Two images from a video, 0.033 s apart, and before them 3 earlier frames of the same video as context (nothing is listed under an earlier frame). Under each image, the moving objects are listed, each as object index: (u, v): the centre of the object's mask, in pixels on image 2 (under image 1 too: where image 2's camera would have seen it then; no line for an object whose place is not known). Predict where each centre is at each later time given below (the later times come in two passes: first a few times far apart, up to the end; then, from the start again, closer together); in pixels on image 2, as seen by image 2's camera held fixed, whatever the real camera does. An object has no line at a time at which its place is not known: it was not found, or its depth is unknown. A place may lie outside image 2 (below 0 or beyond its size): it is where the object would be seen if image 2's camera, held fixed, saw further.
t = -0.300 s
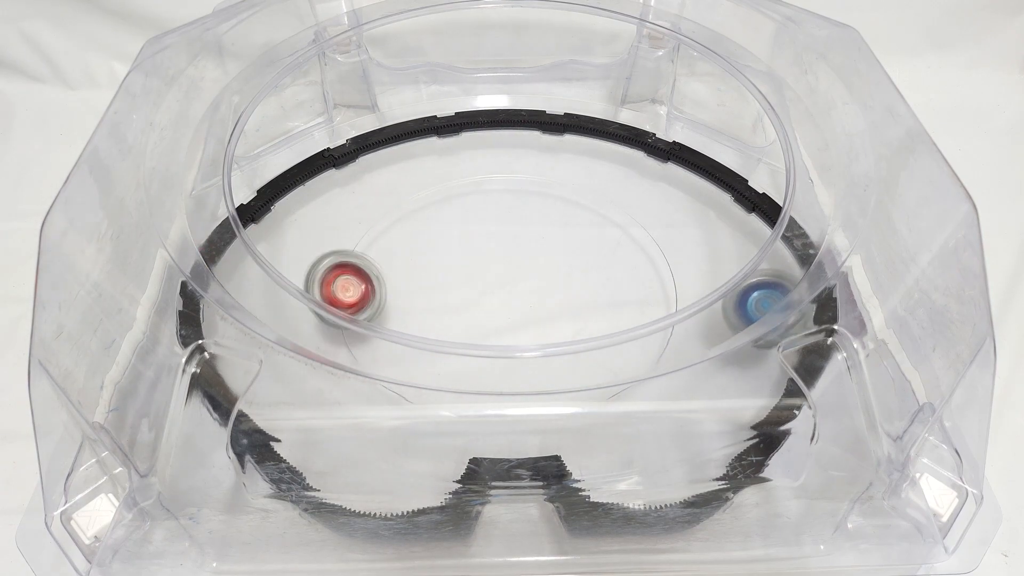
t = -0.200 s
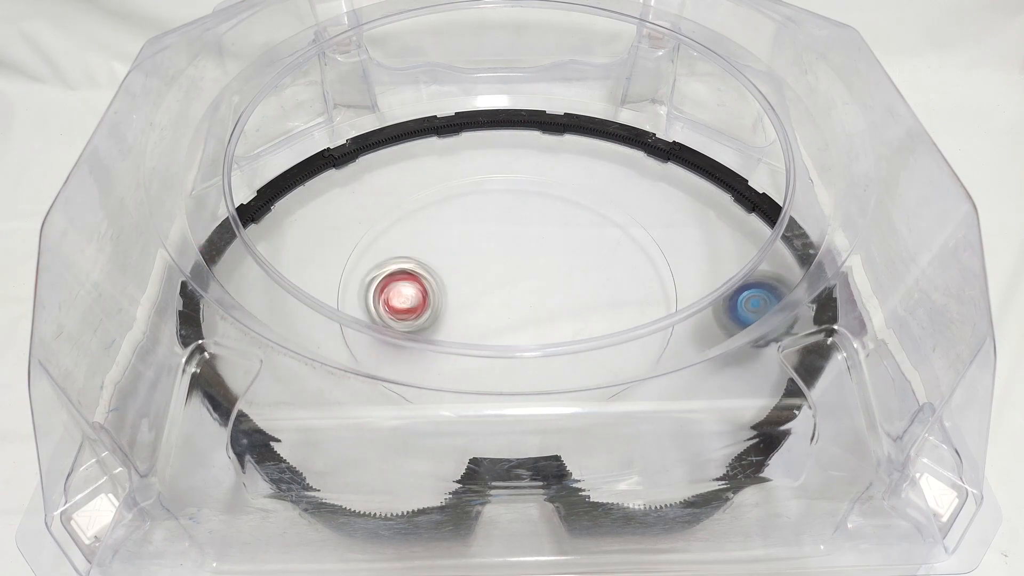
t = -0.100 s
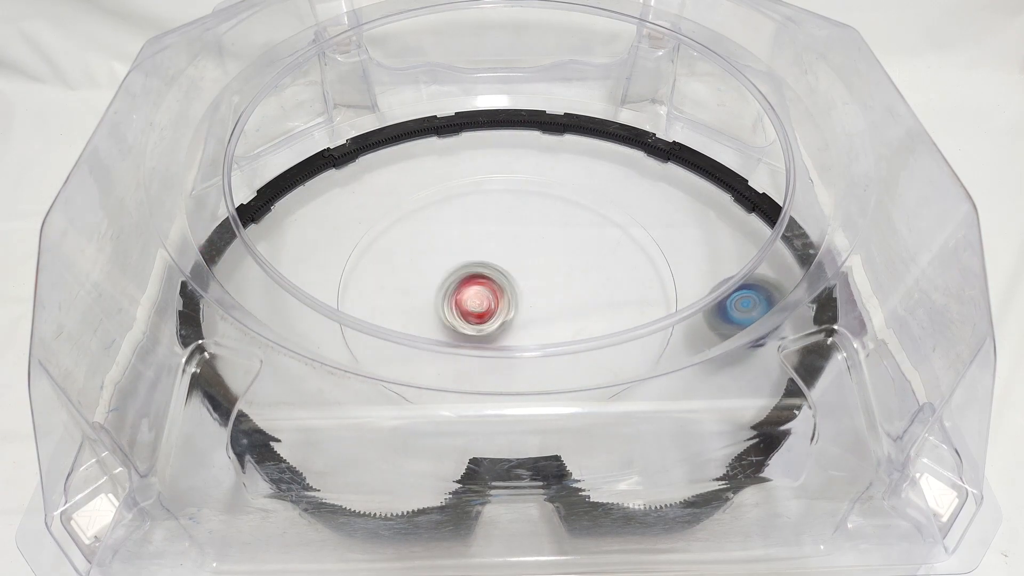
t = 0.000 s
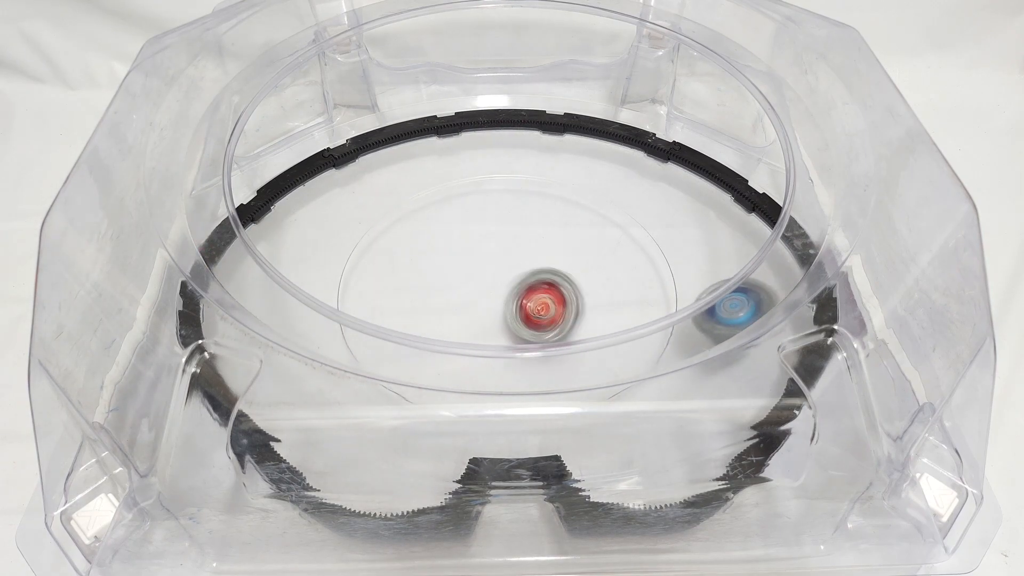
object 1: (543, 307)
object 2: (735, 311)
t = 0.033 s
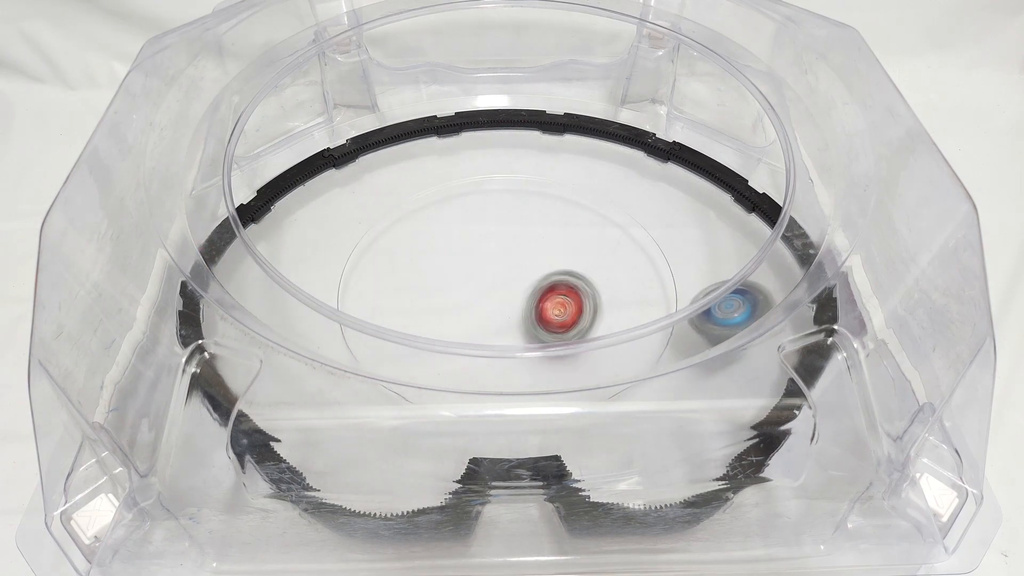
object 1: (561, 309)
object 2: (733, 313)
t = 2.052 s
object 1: (475, 345)
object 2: (515, 272)
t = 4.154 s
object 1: (535, 197)
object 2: (505, 279)
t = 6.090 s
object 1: (465, 342)
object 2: (497, 272)
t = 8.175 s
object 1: (504, 227)
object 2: (488, 288)
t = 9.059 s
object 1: (458, 250)
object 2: (518, 308)
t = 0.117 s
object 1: (594, 311)
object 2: (724, 318)
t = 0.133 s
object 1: (598, 311)
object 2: (722, 319)
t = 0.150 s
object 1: (602, 312)
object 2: (720, 320)
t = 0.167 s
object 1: (605, 312)
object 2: (713, 317)
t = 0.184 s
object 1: (607, 312)
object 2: (710, 318)
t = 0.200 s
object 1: (610, 321)
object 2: (707, 318)
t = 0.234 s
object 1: (611, 323)
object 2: (700, 317)
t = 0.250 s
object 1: (612, 328)
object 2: (695, 317)
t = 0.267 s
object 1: (611, 330)
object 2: (693, 316)
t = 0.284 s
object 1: (608, 330)
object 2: (691, 317)
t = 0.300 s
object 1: (605, 335)
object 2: (684, 309)
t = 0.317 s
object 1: (601, 337)
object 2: (681, 310)
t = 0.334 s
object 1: (597, 338)
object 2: (677, 309)
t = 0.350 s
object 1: (591, 339)
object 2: (673, 309)
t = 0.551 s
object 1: (497, 341)
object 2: (610, 303)
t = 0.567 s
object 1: (487, 338)
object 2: (603, 301)
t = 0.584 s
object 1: (477, 327)
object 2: (596, 299)
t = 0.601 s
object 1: (468, 325)
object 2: (590, 296)
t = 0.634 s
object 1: (449, 319)
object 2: (577, 291)
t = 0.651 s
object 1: (440, 316)
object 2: (571, 289)
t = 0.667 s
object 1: (432, 312)
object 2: (564, 287)
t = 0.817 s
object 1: (382, 258)
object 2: (518, 268)
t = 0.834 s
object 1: (379, 251)
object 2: (514, 266)
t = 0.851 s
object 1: (377, 244)
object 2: (511, 265)
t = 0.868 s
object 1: (376, 237)
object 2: (508, 263)
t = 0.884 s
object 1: (375, 230)
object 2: (506, 262)
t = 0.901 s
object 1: (374, 223)
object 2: (504, 261)
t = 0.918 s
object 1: (375, 216)
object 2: (502, 260)
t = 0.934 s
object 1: (377, 211)
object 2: (501, 259)
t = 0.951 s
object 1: (380, 208)
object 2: (500, 258)
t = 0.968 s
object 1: (385, 204)
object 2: (499, 257)
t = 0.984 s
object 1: (389, 203)
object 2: (498, 256)
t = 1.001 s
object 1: (395, 203)
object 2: (498, 256)
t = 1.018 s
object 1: (401, 201)
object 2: (497, 255)
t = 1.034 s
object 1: (407, 200)
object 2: (497, 255)
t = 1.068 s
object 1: (419, 198)
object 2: (497, 254)
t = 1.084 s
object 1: (426, 197)
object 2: (497, 253)
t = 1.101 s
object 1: (433, 195)
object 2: (497, 253)
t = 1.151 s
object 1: (456, 191)
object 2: (498, 252)
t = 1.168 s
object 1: (464, 191)
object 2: (498, 252)
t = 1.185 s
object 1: (472, 189)
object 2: (499, 251)
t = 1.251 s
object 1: (508, 189)
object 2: (501, 250)
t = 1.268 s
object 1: (516, 189)
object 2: (502, 250)
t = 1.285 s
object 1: (525, 191)
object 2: (502, 249)
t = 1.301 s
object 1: (534, 192)
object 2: (503, 249)
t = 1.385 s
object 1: (572, 203)
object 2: (505, 250)
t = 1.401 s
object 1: (580, 206)
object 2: (506, 250)
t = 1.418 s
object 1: (587, 210)
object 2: (507, 250)
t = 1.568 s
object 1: (640, 251)
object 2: (513, 252)
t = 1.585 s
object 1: (643, 256)
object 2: (514, 253)
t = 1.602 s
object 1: (647, 262)
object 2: (514, 253)
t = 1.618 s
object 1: (650, 269)
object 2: (514, 254)
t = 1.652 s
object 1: (654, 281)
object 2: (515, 255)
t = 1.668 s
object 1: (656, 286)
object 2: (515, 255)
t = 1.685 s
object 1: (656, 291)
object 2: (516, 256)
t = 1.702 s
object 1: (653, 295)
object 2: (516, 256)
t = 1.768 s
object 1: (628, 317)
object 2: (516, 259)
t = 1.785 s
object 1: (622, 323)
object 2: (516, 260)
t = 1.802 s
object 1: (615, 325)
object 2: (517, 261)
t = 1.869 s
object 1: (584, 340)
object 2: (517, 264)
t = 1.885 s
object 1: (573, 342)
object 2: (517, 265)
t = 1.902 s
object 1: (566, 354)
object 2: (516, 265)
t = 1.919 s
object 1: (557, 353)
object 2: (516, 266)
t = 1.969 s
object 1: (525, 356)
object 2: (516, 268)
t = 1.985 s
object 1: (516, 356)
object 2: (516, 269)
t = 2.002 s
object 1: (506, 358)
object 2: (516, 270)
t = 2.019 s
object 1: (496, 358)
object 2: (515, 270)
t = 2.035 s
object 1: (484, 361)
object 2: (515, 271)
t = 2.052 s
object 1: (475, 345)
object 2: (515, 272)
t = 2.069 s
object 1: (466, 343)
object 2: (514, 272)
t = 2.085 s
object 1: (458, 343)
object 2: (514, 273)
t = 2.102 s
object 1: (450, 339)
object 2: (513, 273)
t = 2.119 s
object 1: (442, 334)
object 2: (513, 274)
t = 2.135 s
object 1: (436, 322)
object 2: (512, 274)
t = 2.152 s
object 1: (430, 318)
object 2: (512, 275)
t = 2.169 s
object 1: (424, 315)
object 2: (511, 275)
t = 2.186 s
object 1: (418, 311)
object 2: (511, 275)
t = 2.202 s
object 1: (412, 307)
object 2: (510, 276)
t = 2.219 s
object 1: (408, 302)
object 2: (510, 276)
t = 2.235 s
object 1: (404, 297)
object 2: (510, 276)
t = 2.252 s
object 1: (401, 292)
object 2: (509, 276)
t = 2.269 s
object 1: (400, 285)
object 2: (509, 276)
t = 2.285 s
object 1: (398, 279)
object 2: (509, 276)
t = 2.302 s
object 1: (397, 272)
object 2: (508, 276)
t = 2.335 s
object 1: (398, 260)
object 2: (507, 277)
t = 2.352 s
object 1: (398, 254)
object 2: (506, 277)
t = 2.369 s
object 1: (400, 247)
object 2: (505, 278)
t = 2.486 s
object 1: (424, 209)
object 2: (499, 278)
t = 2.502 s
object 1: (429, 205)
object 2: (498, 279)
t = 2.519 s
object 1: (434, 201)
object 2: (497, 277)
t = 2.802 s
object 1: (555, 187)
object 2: (487, 273)
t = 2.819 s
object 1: (562, 190)
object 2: (486, 273)
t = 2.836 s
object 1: (569, 193)
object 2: (486, 272)
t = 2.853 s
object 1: (576, 196)
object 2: (486, 271)
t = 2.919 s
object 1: (599, 212)
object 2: (486, 270)
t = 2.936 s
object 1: (604, 217)
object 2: (486, 269)
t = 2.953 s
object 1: (608, 222)
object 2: (486, 269)
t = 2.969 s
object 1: (612, 228)
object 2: (486, 269)
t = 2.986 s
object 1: (615, 233)
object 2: (486, 268)
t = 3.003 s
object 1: (618, 239)
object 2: (487, 267)
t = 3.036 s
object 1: (622, 251)
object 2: (487, 267)
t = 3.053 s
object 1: (623, 257)
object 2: (487, 266)
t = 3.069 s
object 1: (623, 264)
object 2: (487, 266)
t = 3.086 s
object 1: (623, 269)
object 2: (488, 265)
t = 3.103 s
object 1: (622, 276)
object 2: (488, 265)
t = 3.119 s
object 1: (621, 282)
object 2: (489, 264)
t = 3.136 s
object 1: (619, 289)
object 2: (489, 264)
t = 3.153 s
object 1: (616, 295)
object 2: (490, 264)
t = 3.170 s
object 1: (613, 300)
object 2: (490, 264)
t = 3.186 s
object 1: (608, 305)
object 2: (491, 263)
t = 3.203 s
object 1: (603, 309)
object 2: (491, 263)
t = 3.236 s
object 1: (592, 316)
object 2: (492, 263)
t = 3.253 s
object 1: (586, 320)
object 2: (493, 263)
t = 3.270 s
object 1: (580, 330)
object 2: (494, 263)
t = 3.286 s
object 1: (573, 334)
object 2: (494, 263)
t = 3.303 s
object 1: (565, 339)
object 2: (495, 262)
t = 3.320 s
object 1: (557, 343)
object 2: (496, 262)
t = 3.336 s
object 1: (548, 345)
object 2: (496, 262)
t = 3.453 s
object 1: (482, 345)
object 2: (501, 263)
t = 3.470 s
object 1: (474, 345)
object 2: (502, 263)
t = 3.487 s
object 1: (464, 343)
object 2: (502, 263)
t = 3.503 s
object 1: (456, 339)
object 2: (503, 263)
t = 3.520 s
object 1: (448, 335)
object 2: (503, 263)
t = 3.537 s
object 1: (441, 331)
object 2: (504, 263)
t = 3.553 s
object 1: (435, 320)
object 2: (505, 264)
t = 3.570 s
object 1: (429, 317)
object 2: (505, 264)
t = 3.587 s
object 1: (424, 314)
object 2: (506, 264)
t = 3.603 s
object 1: (418, 311)
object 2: (506, 265)
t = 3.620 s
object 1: (414, 306)
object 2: (506, 265)
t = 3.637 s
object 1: (410, 301)
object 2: (507, 265)
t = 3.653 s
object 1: (406, 297)
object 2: (507, 266)
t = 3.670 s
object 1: (404, 291)
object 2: (508, 266)
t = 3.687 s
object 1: (403, 285)
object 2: (508, 266)
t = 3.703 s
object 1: (402, 279)
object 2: (508, 267)
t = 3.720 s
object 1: (401, 273)
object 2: (509, 267)
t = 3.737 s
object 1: (401, 266)
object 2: (509, 268)
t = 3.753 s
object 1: (402, 261)
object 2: (509, 268)
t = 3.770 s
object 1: (403, 255)
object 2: (509, 269)
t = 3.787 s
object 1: (405, 249)
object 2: (509, 269)
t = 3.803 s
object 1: (408, 243)
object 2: (509, 270)
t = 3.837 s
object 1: (414, 233)
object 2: (510, 271)
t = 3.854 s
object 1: (418, 227)
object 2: (510, 271)
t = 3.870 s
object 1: (422, 223)
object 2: (510, 272)
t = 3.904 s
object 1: (432, 214)
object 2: (510, 273)
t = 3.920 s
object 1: (438, 211)
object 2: (510, 274)
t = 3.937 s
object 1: (443, 208)
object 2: (509, 274)
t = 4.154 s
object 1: (535, 197)
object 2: (505, 279)
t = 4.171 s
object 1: (541, 199)
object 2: (505, 280)
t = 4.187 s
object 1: (548, 201)
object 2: (504, 280)
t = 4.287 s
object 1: (584, 222)
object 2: (501, 280)
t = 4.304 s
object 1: (588, 226)
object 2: (500, 280)
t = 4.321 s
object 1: (592, 231)
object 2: (500, 280)
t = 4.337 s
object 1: (595, 236)
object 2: (499, 280)
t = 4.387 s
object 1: (603, 252)
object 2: (497, 279)
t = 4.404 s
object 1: (605, 258)
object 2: (497, 279)
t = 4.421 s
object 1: (605, 264)
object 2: (496, 280)
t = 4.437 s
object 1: (606, 270)
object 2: (495, 279)
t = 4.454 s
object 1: (606, 276)
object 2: (494, 280)
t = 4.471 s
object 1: (605, 282)
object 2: (494, 280)
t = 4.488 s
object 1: (603, 288)
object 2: (493, 280)
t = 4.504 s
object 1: (601, 294)
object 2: (492, 279)
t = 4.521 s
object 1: (598, 300)
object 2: (492, 279)
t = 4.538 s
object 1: (594, 304)
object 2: (491, 279)
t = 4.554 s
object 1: (590, 309)
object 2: (490, 279)
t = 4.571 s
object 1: (585, 312)
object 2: (490, 278)
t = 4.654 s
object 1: (553, 333)
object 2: (489, 276)
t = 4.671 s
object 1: (546, 336)
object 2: (489, 276)
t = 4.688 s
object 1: (537, 339)
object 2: (489, 275)
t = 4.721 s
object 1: (519, 343)
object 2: (488, 274)
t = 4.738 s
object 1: (510, 344)
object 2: (488, 274)
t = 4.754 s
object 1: (501, 344)
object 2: (488, 273)
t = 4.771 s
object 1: (492, 343)
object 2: (488, 273)
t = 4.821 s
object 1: (467, 336)
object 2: (489, 272)
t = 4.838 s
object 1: (459, 332)
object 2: (489, 271)
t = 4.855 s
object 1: (452, 324)
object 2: (490, 271)
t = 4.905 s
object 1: (434, 315)
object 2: (491, 270)
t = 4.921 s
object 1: (429, 312)
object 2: (491, 269)
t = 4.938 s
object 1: (424, 308)
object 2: (492, 270)
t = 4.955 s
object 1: (420, 303)
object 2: (492, 269)
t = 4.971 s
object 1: (416, 298)
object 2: (493, 269)
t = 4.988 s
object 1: (414, 293)
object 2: (494, 268)
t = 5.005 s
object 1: (412, 287)
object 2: (494, 268)
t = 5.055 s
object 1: (410, 270)
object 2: (496, 268)
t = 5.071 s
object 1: (410, 264)
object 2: (496, 267)
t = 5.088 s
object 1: (412, 258)
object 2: (497, 267)
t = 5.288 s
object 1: (462, 209)
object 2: (504, 267)
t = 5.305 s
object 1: (469, 207)
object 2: (505, 266)
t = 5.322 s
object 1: (475, 205)
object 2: (505, 267)
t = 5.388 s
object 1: (503, 202)
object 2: (508, 268)
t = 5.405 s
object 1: (510, 202)
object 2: (509, 268)
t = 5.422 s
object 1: (517, 203)
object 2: (509, 269)
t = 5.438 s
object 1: (524, 204)
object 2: (509, 268)
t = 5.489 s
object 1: (544, 210)
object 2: (510, 270)
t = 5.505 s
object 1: (550, 212)
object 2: (510, 270)
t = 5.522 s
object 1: (556, 216)
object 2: (511, 271)
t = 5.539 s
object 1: (562, 219)
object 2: (511, 271)
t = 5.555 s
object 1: (567, 222)
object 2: (511, 271)
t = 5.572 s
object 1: (572, 227)
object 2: (511, 272)
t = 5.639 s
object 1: (587, 245)
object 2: (512, 274)
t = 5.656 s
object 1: (590, 250)
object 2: (512, 274)
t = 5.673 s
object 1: (591, 255)
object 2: (512, 275)
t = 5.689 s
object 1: (593, 260)
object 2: (512, 275)
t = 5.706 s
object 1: (594, 266)
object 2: (512, 276)
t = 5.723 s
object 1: (594, 272)
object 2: (511, 276)
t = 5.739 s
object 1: (593, 278)
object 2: (511, 277)
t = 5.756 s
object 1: (593, 284)
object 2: (511, 277)
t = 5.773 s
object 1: (591, 289)
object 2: (510, 278)
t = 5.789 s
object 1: (589, 295)
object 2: (510, 278)
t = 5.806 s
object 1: (586, 300)
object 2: (509, 278)
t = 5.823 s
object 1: (582, 305)
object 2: (509, 279)
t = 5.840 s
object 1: (578, 309)
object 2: (508, 280)
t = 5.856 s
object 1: (573, 313)
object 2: (507, 280)
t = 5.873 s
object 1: (567, 316)
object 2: (507, 281)
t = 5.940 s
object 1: (543, 326)
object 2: (503, 282)
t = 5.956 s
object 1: (535, 327)
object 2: (502, 282)
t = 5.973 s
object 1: (527, 336)
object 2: (501, 282)
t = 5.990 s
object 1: (518, 337)
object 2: (500, 282)
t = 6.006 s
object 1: (509, 338)
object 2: (500, 282)
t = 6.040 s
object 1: (491, 342)
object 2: (498, 279)
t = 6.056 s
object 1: (483, 343)
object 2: (498, 276)
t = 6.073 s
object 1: (474, 344)
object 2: (498, 274)
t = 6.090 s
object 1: (465, 342)
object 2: (497, 272)
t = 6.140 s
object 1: (440, 337)
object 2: (496, 269)
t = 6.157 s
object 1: (434, 334)
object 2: (496, 269)
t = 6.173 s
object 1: (427, 330)
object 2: (496, 268)
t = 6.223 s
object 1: (411, 313)
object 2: (495, 268)
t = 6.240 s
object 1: (406, 309)
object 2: (495, 268)
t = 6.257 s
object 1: (402, 306)
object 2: (494, 268)
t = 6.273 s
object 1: (398, 302)
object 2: (494, 268)
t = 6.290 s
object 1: (395, 298)
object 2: (493, 267)
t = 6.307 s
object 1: (393, 293)
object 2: (493, 267)
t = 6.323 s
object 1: (391, 288)
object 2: (492, 266)
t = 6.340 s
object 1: (391, 282)
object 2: (492, 266)
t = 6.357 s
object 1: (391, 277)
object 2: (492, 266)
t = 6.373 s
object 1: (392, 271)
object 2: (492, 265)
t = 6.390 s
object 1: (393, 265)
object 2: (491, 265)
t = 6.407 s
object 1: (395, 261)
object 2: (491, 265)
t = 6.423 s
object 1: (397, 255)
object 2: (491, 265)
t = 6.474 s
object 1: (408, 242)
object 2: (490, 265)
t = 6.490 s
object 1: (412, 238)
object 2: (490, 264)
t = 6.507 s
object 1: (417, 234)
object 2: (490, 263)
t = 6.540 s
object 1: (427, 227)
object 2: (490, 263)
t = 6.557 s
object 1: (433, 224)
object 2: (490, 262)
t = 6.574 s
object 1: (439, 222)
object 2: (491, 262)
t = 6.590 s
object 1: (441, 212)
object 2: (497, 268)
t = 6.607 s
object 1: (443, 204)
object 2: (503, 270)
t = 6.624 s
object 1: (446, 197)
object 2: (510, 276)
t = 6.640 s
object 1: (450, 191)
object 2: (517, 283)
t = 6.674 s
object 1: (461, 182)
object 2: (529, 289)
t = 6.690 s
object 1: (466, 179)
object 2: (534, 291)
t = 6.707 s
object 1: (472, 178)
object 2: (538, 294)
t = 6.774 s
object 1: (492, 174)
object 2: (547, 300)
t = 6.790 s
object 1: (497, 174)
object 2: (548, 300)
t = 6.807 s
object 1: (502, 174)
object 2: (548, 300)
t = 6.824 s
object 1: (508, 175)
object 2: (547, 301)
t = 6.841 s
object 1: (514, 177)
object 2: (547, 300)
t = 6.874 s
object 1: (526, 183)
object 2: (545, 299)
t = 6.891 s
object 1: (531, 186)
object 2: (544, 299)
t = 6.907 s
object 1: (536, 190)
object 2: (543, 298)
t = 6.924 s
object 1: (540, 194)
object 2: (543, 297)
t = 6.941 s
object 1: (544, 199)
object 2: (542, 296)
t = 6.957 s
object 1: (547, 204)
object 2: (541, 295)
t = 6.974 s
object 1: (549, 209)
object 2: (540, 293)
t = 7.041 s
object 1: (553, 231)
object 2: (536, 291)
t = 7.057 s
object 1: (554, 236)
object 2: (535, 290)
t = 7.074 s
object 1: (559, 233)
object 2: (525, 300)
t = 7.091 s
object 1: (569, 222)
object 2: (513, 302)
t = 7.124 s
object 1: (584, 215)
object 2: (490, 314)
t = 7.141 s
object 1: (588, 209)
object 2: (477, 320)
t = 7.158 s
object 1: (592, 203)
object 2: (466, 338)
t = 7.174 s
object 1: (594, 198)
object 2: (456, 343)
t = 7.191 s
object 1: (598, 195)
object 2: (445, 355)
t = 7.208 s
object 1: (599, 195)
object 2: (436, 355)
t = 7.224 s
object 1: (598, 194)
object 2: (426, 356)
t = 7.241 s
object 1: (599, 193)
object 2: (416, 364)
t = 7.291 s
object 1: (594, 191)
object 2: (394, 367)
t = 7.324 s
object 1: (586, 194)
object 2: (388, 365)
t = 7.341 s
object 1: (582, 194)
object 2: (390, 358)
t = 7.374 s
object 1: (573, 197)
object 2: (393, 353)
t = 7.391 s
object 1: (567, 198)
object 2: (396, 347)
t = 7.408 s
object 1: (562, 200)
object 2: (399, 345)
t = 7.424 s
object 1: (556, 202)
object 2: (402, 346)
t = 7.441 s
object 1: (551, 204)
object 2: (408, 334)
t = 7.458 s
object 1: (546, 207)
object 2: (412, 330)
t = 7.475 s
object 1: (541, 210)
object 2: (416, 327)
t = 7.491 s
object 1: (535, 212)
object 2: (422, 316)
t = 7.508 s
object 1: (530, 216)
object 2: (426, 314)
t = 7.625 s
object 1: (496, 231)
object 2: (450, 304)
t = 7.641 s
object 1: (492, 232)
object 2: (453, 303)
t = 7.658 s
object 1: (489, 232)
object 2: (456, 301)
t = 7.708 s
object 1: (480, 230)
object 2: (464, 298)
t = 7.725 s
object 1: (477, 228)
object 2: (465, 297)
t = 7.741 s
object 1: (476, 226)
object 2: (467, 296)
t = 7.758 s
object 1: (474, 224)
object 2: (469, 296)
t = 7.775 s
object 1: (473, 223)
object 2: (470, 295)
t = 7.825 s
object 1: (469, 216)
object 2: (474, 293)
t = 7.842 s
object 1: (467, 215)
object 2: (475, 293)
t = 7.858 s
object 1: (466, 214)
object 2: (476, 293)
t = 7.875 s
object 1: (466, 212)
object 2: (477, 292)
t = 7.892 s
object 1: (466, 210)
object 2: (478, 292)
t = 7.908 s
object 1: (468, 209)
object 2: (479, 292)
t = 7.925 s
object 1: (469, 208)
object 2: (480, 291)
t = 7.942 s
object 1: (470, 207)
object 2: (481, 291)
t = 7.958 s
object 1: (472, 207)
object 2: (481, 290)
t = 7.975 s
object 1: (474, 206)
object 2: (482, 290)
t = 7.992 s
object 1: (476, 206)
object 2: (483, 290)
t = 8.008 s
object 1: (477, 207)
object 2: (484, 289)
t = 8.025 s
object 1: (479, 208)
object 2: (484, 289)
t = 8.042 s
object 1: (480, 208)
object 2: (485, 289)
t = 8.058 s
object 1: (483, 210)
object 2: (485, 289)
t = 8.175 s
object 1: (504, 227)
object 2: (488, 288)
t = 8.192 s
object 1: (509, 230)
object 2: (489, 288)
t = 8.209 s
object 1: (515, 230)
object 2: (485, 293)
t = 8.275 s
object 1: (544, 214)
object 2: (466, 319)
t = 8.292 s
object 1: (550, 212)
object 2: (463, 322)
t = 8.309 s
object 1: (554, 212)
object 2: (458, 331)
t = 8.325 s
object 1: (557, 212)
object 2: (454, 336)
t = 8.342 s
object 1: (560, 213)
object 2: (452, 339)
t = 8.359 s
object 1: (561, 214)
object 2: (450, 342)
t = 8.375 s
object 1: (562, 216)
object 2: (449, 342)
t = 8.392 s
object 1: (563, 219)
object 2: (448, 342)
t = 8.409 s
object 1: (562, 221)
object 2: (448, 342)
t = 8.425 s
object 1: (560, 224)
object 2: (449, 342)
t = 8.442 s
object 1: (559, 226)
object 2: (450, 341)
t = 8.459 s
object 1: (558, 228)
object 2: (451, 337)
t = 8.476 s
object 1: (557, 232)
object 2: (453, 335)
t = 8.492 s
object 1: (555, 236)
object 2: (455, 335)
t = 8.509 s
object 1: (554, 239)
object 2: (459, 327)
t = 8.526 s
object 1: (550, 242)
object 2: (461, 326)
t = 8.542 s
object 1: (547, 244)
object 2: (463, 325)
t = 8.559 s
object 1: (544, 247)
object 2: (465, 324)
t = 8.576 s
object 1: (539, 249)
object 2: (469, 323)
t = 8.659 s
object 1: (510, 260)
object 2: (488, 309)
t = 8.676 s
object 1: (504, 264)
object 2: (492, 307)
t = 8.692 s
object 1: (497, 265)
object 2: (495, 308)
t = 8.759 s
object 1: (476, 259)
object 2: (505, 316)
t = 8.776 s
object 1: (470, 256)
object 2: (507, 318)
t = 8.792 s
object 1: (467, 250)
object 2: (509, 317)
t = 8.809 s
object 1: (462, 247)
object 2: (510, 318)
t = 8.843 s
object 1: (455, 246)
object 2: (512, 317)
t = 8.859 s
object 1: (452, 244)
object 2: (513, 317)
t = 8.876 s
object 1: (453, 237)
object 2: (513, 316)
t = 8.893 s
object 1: (452, 233)
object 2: (514, 316)
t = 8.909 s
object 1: (451, 231)
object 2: (514, 315)
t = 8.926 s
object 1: (450, 232)
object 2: (514, 314)
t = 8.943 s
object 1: (449, 233)
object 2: (515, 314)
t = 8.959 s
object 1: (449, 237)
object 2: (516, 313)
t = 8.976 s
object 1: (449, 241)
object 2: (516, 312)
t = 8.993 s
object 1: (450, 244)
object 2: (516, 311)
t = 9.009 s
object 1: (452, 246)
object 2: (516, 310)
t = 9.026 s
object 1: (455, 247)
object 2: (517, 309)
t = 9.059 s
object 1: (458, 250)
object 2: (518, 308)
